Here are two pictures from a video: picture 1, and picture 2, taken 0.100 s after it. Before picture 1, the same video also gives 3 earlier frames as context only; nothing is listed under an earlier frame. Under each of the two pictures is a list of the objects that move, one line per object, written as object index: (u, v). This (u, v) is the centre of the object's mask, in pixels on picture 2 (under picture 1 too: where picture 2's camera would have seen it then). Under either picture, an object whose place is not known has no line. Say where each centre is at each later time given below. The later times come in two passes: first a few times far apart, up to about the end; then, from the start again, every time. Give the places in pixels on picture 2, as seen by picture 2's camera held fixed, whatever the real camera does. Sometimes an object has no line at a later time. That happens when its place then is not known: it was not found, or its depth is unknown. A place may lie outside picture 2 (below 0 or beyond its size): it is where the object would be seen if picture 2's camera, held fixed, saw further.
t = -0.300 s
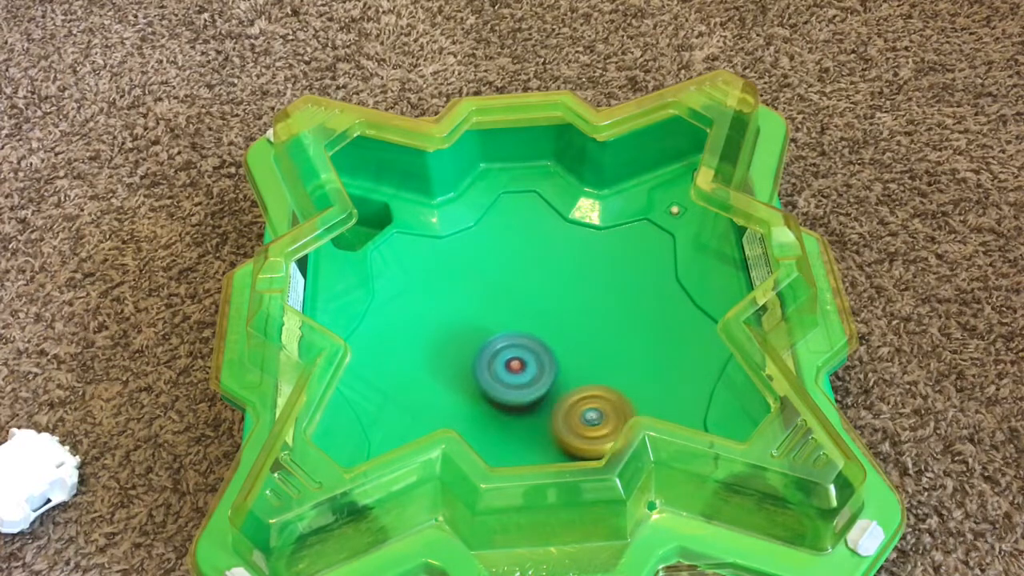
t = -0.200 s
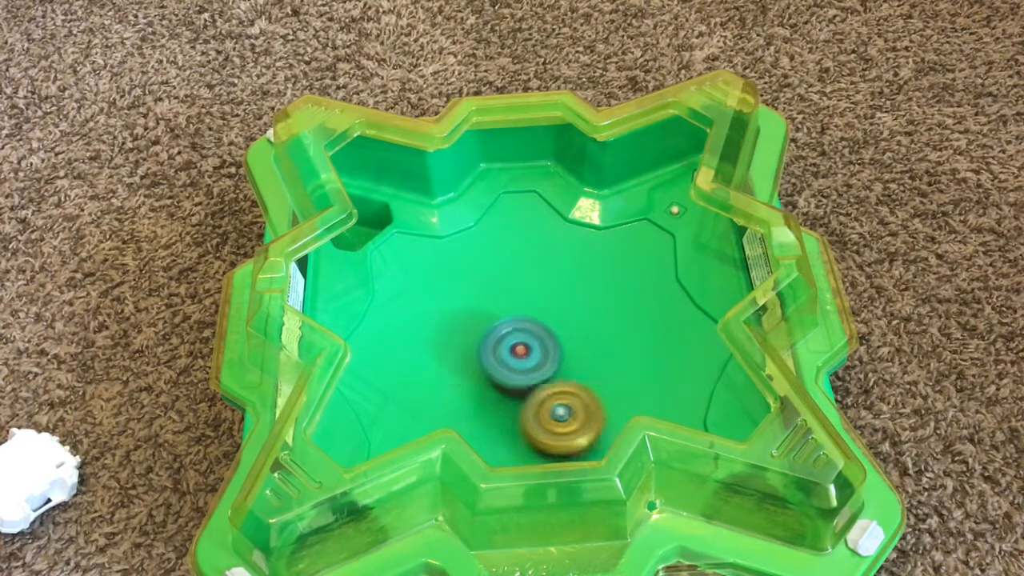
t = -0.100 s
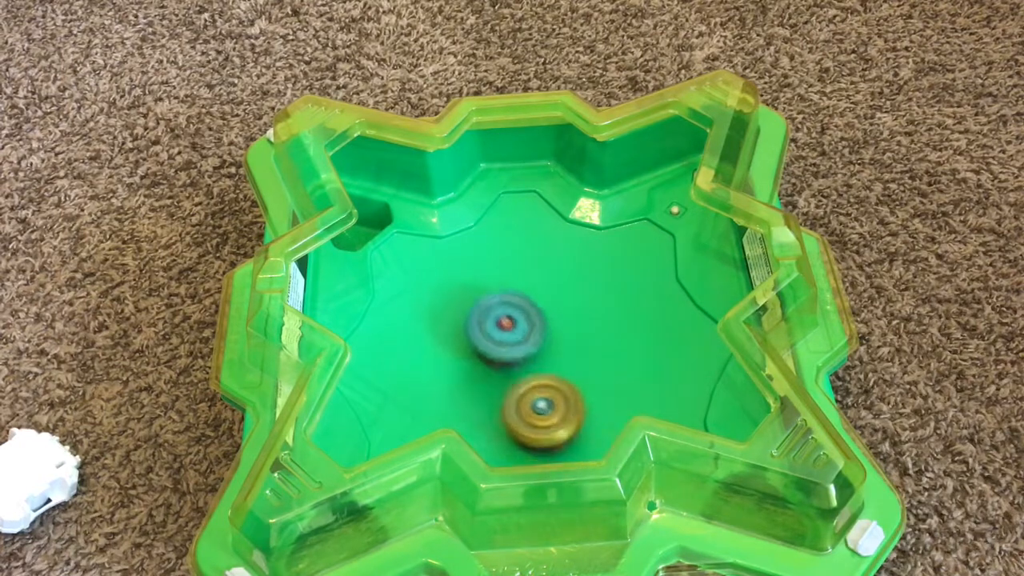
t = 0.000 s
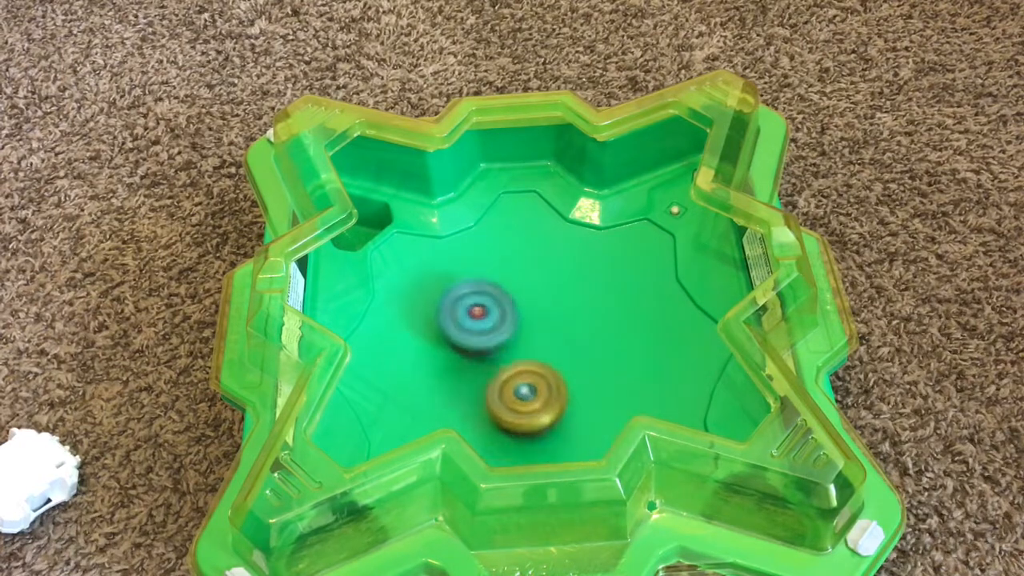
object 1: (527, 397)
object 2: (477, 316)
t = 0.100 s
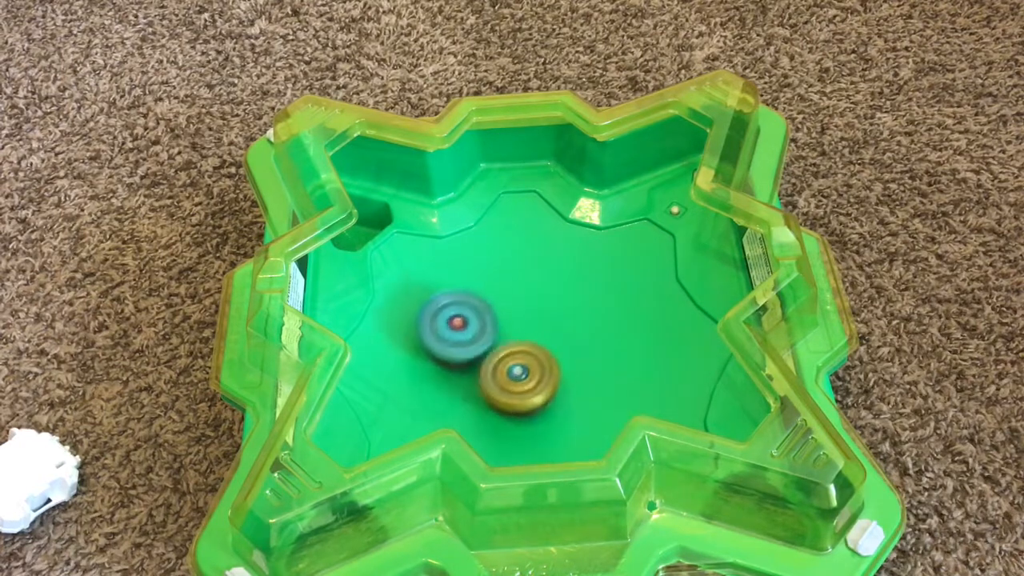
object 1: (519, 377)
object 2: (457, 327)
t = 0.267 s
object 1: (533, 356)
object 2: (448, 352)
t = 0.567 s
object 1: (590, 320)
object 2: (506, 385)
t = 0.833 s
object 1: (626, 334)
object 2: (544, 367)
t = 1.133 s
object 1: (589, 356)
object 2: (493, 374)
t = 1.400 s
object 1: (567, 335)
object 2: (495, 427)
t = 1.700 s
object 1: (539, 317)
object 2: (535, 390)
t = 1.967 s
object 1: (524, 296)
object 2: (526, 394)
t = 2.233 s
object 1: (520, 306)
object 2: (514, 380)
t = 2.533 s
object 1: (521, 333)
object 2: (542, 408)
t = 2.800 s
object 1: (499, 357)
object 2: (601, 388)
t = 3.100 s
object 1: (480, 374)
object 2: (584, 331)
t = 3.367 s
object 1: (475, 381)
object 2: (531, 316)
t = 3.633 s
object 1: (483, 398)
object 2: (535, 309)
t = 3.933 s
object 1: (535, 404)
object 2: (562, 329)
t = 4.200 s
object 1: (565, 414)
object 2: (580, 317)
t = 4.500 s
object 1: (534, 430)
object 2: (539, 269)
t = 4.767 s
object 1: (515, 406)
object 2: (509, 320)
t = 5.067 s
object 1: (517, 385)
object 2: (506, 303)
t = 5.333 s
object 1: (541, 371)
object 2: (522, 291)
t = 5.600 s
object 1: (563, 378)
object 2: (539, 288)
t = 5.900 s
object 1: (561, 388)
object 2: (545, 315)
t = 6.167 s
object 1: (547, 401)
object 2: (540, 323)
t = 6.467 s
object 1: (518, 406)
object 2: (523, 316)
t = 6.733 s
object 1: (511, 398)
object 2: (519, 307)
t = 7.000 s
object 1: (520, 387)
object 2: (526, 315)
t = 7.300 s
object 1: (533, 387)
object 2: (556, 306)
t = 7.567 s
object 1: (536, 387)
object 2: (556, 316)
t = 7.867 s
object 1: (525, 406)
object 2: (541, 311)
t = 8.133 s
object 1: (511, 406)
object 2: (533, 335)
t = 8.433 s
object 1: (504, 397)
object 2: (535, 315)
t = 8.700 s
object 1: (515, 402)
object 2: (547, 303)
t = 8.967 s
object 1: (522, 398)
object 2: (554, 324)
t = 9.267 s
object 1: (522, 395)
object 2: (564, 319)
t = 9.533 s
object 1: (518, 390)
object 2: (553, 320)
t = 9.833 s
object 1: (516, 395)
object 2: (532, 323)
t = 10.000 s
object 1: (518, 408)
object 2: (531, 321)
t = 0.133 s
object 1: (522, 373)
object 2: (450, 330)
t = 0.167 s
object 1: (525, 368)
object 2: (447, 334)
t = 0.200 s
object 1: (527, 363)
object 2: (445, 340)
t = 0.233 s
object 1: (530, 359)
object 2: (444, 346)
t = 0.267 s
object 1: (533, 356)
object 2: (448, 352)
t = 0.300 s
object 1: (538, 351)
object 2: (451, 358)
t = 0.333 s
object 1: (543, 348)
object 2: (457, 364)
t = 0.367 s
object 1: (547, 345)
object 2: (466, 369)
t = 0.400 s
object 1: (553, 340)
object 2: (474, 373)
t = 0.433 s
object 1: (559, 337)
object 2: (483, 376)
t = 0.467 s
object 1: (565, 334)
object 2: (493, 377)
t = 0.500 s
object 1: (570, 331)
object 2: (501, 376)
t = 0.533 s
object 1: (581, 324)
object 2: (502, 381)
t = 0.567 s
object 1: (590, 320)
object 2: (506, 385)
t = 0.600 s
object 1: (598, 319)
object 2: (511, 388)
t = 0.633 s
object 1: (604, 319)
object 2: (516, 390)
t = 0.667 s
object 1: (611, 320)
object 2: (523, 390)
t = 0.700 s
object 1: (616, 322)
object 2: (529, 388)
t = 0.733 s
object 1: (620, 324)
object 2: (536, 384)
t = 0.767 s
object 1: (623, 327)
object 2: (541, 379)
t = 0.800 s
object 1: (625, 331)
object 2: (545, 373)
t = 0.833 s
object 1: (626, 334)
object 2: (544, 367)
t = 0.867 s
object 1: (627, 336)
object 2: (539, 362)
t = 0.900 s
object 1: (627, 338)
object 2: (532, 359)
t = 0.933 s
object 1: (625, 342)
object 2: (524, 358)
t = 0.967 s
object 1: (623, 345)
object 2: (516, 359)
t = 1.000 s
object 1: (618, 348)
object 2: (509, 361)
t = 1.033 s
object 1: (613, 350)
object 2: (504, 363)
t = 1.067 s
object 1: (605, 353)
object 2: (499, 367)
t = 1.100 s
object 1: (598, 354)
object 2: (495, 371)
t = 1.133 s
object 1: (589, 356)
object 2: (493, 374)
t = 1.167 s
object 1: (581, 356)
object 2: (493, 379)
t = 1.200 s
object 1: (574, 356)
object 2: (492, 383)
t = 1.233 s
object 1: (577, 350)
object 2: (483, 393)
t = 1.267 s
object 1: (577, 345)
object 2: (479, 402)
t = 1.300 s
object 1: (576, 341)
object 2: (479, 410)
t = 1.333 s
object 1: (573, 338)
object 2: (483, 416)
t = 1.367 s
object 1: (570, 336)
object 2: (489, 423)
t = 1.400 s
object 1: (567, 335)
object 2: (495, 427)
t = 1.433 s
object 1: (564, 335)
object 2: (503, 429)
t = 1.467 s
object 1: (561, 334)
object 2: (510, 430)
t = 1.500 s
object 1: (559, 333)
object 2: (520, 427)
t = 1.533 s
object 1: (556, 332)
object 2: (528, 422)
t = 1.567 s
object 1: (553, 332)
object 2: (535, 411)
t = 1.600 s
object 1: (551, 330)
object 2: (538, 402)
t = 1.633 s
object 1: (547, 325)
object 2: (538, 397)
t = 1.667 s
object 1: (543, 321)
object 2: (537, 394)
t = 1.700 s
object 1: (539, 317)
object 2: (535, 390)
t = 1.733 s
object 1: (536, 314)
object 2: (534, 389)
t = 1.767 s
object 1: (533, 308)
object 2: (532, 392)
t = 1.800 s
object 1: (531, 304)
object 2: (530, 392)
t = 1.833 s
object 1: (530, 301)
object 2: (529, 394)
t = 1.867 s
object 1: (528, 299)
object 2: (527, 394)
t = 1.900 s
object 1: (526, 297)
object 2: (527, 395)
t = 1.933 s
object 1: (525, 296)
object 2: (525, 394)
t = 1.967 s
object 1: (524, 296)
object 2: (526, 394)
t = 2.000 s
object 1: (523, 297)
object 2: (525, 393)
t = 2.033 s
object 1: (523, 298)
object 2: (524, 391)
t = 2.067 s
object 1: (522, 299)
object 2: (522, 390)
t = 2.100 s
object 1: (522, 300)
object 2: (520, 388)
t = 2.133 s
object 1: (521, 301)
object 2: (519, 387)
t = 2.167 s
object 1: (521, 302)
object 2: (518, 384)
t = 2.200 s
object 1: (520, 304)
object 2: (517, 382)
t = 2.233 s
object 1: (520, 306)
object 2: (514, 380)
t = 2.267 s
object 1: (520, 307)
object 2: (513, 381)
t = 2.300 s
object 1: (521, 309)
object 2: (513, 386)
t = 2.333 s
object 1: (521, 311)
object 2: (513, 390)
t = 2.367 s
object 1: (521, 315)
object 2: (515, 395)
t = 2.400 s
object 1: (521, 319)
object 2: (517, 398)
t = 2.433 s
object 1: (522, 324)
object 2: (521, 400)
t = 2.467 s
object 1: (522, 328)
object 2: (526, 400)
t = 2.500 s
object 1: (521, 329)
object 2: (534, 405)
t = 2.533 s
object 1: (521, 333)
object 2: (542, 408)
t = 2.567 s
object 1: (519, 337)
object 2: (549, 410)
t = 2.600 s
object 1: (518, 342)
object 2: (558, 410)
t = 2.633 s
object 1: (517, 347)
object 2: (566, 407)
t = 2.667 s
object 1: (514, 350)
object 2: (572, 403)
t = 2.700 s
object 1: (510, 353)
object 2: (580, 400)
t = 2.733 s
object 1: (504, 354)
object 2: (589, 398)
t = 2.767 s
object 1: (501, 355)
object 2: (596, 393)
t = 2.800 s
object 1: (499, 357)
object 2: (601, 388)
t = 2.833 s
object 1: (498, 358)
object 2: (603, 381)
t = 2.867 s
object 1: (496, 360)
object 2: (602, 374)
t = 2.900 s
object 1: (496, 361)
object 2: (599, 368)
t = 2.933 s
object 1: (495, 362)
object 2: (594, 361)
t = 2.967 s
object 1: (495, 363)
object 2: (588, 356)
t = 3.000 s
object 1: (495, 364)
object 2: (579, 352)
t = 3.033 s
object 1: (489, 368)
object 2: (580, 347)
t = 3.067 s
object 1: (483, 372)
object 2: (583, 338)
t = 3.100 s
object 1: (480, 374)
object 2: (584, 331)
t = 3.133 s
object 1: (478, 377)
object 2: (582, 323)
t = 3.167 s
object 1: (477, 379)
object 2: (578, 317)
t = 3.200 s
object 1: (475, 380)
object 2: (572, 312)
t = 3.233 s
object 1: (474, 381)
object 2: (564, 309)
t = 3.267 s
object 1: (473, 381)
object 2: (555, 307)
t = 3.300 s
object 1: (473, 381)
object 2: (547, 308)
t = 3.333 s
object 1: (474, 381)
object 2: (538, 311)
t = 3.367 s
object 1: (475, 381)
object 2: (531, 316)
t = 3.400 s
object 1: (477, 382)
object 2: (525, 322)
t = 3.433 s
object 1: (474, 387)
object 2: (525, 321)
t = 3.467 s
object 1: (472, 392)
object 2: (528, 318)
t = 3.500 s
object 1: (473, 395)
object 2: (531, 314)
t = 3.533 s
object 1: (474, 397)
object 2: (533, 312)
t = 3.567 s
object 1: (476, 398)
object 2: (534, 309)
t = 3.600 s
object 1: (479, 398)
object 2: (535, 309)
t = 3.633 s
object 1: (483, 398)
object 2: (535, 309)
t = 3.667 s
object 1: (487, 398)
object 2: (535, 309)
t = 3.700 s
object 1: (493, 398)
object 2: (536, 312)
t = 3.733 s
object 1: (500, 399)
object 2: (536, 316)
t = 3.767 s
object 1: (506, 399)
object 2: (540, 321)
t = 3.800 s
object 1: (513, 398)
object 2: (543, 324)
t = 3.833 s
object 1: (520, 399)
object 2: (547, 328)
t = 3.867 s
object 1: (526, 400)
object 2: (553, 330)
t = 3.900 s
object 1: (531, 402)
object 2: (558, 330)
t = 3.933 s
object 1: (535, 404)
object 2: (562, 329)
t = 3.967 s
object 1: (541, 405)
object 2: (566, 329)
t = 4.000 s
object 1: (545, 405)
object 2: (571, 329)
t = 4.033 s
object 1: (549, 404)
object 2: (574, 328)
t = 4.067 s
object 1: (553, 404)
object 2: (577, 328)
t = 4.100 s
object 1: (557, 403)
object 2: (577, 329)
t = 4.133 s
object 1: (561, 401)
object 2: (579, 329)
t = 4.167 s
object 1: (565, 400)
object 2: (578, 329)
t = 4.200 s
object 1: (565, 414)
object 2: (580, 317)
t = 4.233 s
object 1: (564, 423)
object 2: (580, 306)
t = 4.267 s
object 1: (561, 426)
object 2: (579, 297)
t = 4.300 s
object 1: (557, 429)
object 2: (576, 288)
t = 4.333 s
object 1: (554, 431)
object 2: (573, 281)
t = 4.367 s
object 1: (550, 432)
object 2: (567, 275)
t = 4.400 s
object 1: (546, 433)
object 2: (560, 270)
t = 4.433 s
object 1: (543, 433)
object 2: (553, 267)
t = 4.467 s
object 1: (538, 432)
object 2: (546, 267)
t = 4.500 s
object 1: (534, 430)
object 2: (539, 269)
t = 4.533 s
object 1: (531, 428)
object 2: (532, 272)
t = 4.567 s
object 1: (527, 425)
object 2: (526, 279)
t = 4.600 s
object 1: (523, 420)
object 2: (520, 287)
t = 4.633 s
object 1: (520, 414)
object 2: (516, 296)
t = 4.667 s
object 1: (517, 408)
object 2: (513, 306)
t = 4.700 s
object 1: (514, 402)
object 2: (511, 316)
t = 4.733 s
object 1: (514, 399)
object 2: (511, 325)
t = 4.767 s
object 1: (515, 406)
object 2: (509, 320)
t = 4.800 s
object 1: (515, 408)
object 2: (507, 316)
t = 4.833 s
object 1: (513, 406)
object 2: (506, 315)
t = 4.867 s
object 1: (511, 402)
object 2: (504, 312)
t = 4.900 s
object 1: (511, 397)
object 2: (501, 312)
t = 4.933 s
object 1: (511, 393)
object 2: (502, 313)
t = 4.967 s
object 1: (512, 388)
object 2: (504, 314)
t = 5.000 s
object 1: (514, 389)
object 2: (505, 309)
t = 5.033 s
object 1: (516, 387)
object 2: (506, 307)
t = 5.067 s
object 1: (517, 385)
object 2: (506, 303)
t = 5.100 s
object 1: (519, 382)
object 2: (507, 300)
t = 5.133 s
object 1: (521, 379)
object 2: (508, 298)
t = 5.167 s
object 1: (523, 376)
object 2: (509, 297)
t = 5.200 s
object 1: (526, 373)
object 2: (513, 298)
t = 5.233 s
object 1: (529, 371)
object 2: (517, 298)
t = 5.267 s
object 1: (533, 372)
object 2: (519, 294)
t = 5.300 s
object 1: (537, 372)
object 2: (520, 292)
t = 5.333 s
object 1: (541, 371)
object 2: (522, 291)
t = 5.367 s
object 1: (544, 371)
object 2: (524, 290)
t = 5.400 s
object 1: (547, 370)
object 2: (526, 290)
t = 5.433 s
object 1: (549, 370)
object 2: (528, 292)
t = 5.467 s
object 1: (551, 369)
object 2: (532, 296)
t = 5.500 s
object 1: (554, 369)
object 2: (535, 297)
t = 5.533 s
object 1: (558, 373)
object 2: (538, 294)
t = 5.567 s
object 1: (561, 376)
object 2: (539, 290)
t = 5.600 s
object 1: (563, 378)
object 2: (539, 288)
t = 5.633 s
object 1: (565, 379)
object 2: (538, 287)
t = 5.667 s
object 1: (565, 381)
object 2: (538, 288)
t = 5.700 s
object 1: (565, 382)
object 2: (538, 290)
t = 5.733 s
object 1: (565, 382)
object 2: (539, 294)
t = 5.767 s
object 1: (564, 383)
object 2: (539, 298)
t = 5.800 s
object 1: (563, 384)
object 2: (540, 304)
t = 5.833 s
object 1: (562, 384)
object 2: (543, 309)
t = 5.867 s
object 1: (561, 385)
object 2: (544, 313)
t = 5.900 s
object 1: (561, 388)
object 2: (545, 315)
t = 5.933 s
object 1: (560, 390)
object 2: (547, 317)
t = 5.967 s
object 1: (559, 391)
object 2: (547, 319)
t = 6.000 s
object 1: (558, 395)
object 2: (546, 319)
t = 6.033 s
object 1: (557, 397)
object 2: (546, 319)
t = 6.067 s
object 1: (555, 399)
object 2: (545, 318)
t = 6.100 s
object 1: (552, 400)
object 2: (542, 319)
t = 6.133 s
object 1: (550, 401)
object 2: (541, 321)
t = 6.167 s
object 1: (547, 401)
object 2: (540, 323)
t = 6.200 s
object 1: (545, 400)
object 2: (537, 325)
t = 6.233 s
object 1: (542, 400)
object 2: (536, 328)
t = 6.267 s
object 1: (540, 402)
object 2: (535, 327)
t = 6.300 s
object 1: (538, 405)
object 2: (532, 323)
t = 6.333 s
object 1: (534, 406)
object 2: (530, 321)
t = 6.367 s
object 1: (530, 407)
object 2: (529, 318)
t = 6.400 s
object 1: (526, 407)
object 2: (525, 317)
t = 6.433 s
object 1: (522, 407)
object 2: (523, 317)
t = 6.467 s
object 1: (518, 406)
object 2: (523, 316)
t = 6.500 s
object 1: (514, 405)
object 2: (520, 317)
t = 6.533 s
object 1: (512, 401)
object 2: (519, 319)
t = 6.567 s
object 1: (511, 398)
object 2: (518, 321)
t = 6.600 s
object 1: (510, 395)
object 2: (517, 323)
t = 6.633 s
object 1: (511, 397)
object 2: (519, 321)
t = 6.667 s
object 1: (512, 398)
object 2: (520, 315)
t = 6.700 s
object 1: (511, 398)
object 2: (519, 310)
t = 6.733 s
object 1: (511, 398)
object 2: (519, 307)
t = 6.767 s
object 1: (512, 397)
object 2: (519, 304)
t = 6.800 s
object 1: (512, 396)
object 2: (518, 304)
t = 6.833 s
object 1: (513, 395)
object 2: (519, 304)
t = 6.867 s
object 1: (514, 394)
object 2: (519, 304)
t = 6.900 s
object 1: (515, 393)
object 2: (520, 307)
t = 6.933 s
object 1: (516, 391)
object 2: (523, 309)
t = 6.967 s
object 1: (518, 389)
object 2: (523, 312)
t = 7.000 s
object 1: (520, 387)
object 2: (526, 315)
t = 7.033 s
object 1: (522, 388)
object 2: (532, 314)
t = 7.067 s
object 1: (523, 388)
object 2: (535, 312)
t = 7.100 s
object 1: (524, 387)
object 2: (538, 311)
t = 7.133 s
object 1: (526, 386)
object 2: (542, 311)
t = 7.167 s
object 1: (527, 385)
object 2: (545, 312)
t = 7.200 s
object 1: (529, 384)
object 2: (549, 312)
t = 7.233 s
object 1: (530, 384)
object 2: (551, 312)
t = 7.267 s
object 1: (532, 386)
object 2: (554, 309)
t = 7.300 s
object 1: (533, 387)
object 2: (556, 306)
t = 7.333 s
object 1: (534, 388)
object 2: (557, 304)
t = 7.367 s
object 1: (534, 389)
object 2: (560, 303)
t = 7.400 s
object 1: (535, 389)
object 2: (559, 302)
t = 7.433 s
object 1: (535, 390)
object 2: (559, 304)
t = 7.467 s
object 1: (535, 389)
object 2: (559, 305)
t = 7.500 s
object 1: (535, 389)
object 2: (557, 309)
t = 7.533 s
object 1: (536, 388)
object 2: (557, 313)
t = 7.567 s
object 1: (536, 387)
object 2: (556, 316)
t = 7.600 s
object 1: (537, 389)
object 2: (558, 317)
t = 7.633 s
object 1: (536, 395)
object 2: (559, 313)
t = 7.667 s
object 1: (535, 398)
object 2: (557, 308)
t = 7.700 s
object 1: (534, 401)
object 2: (557, 304)
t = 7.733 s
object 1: (532, 403)
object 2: (552, 302)
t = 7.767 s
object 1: (530, 405)
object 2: (550, 303)
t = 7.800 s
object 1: (529, 406)
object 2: (547, 305)
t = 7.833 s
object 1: (527, 406)
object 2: (543, 308)
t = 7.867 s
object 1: (525, 406)
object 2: (541, 311)
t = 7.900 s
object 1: (523, 405)
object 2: (538, 317)
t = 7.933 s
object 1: (521, 405)
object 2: (536, 321)
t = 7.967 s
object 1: (520, 404)
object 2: (535, 327)
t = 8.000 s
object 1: (516, 403)
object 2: (534, 331)
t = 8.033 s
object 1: (516, 406)
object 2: (534, 333)
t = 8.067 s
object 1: (515, 407)
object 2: (534, 335)
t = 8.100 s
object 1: (513, 407)
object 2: (533, 334)
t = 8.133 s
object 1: (511, 406)
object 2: (533, 335)
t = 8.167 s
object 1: (509, 405)
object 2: (533, 334)
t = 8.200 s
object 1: (507, 406)
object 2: (534, 333)
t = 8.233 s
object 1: (506, 407)
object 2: (535, 328)
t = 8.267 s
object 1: (503, 406)
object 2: (536, 324)
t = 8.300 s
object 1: (503, 405)
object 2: (536, 320)
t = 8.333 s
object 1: (502, 403)
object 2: (536, 317)
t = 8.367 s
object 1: (501, 402)
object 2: (535, 315)
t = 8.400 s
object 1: (502, 399)
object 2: (536, 314)
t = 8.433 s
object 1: (504, 397)
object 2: (535, 315)
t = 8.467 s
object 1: (506, 394)
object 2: (535, 316)
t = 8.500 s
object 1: (508, 390)
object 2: (534, 318)
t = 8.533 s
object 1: (510, 390)
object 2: (537, 318)
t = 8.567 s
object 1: (510, 397)
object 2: (540, 315)
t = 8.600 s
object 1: (513, 400)
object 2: (543, 310)
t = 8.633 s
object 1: (514, 401)
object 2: (544, 308)
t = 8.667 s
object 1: (515, 402)
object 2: (547, 305)
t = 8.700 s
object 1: (515, 402)
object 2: (547, 303)
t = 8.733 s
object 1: (517, 403)
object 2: (550, 302)
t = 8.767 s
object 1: (519, 402)
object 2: (550, 303)
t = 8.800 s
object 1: (519, 403)
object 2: (551, 306)
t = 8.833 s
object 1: (518, 404)
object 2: (550, 308)
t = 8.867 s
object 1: (519, 403)
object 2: (553, 311)
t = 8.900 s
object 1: (519, 402)
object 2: (552, 316)
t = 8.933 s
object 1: (520, 401)
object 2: (553, 318)
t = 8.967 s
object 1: (522, 398)
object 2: (554, 324)
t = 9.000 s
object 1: (523, 395)
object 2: (554, 326)
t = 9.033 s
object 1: (524, 396)
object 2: (557, 328)
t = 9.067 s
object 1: (524, 397)
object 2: (560, 325)
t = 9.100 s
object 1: (524, 396)
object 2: (563, 322)
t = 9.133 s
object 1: (522, 397)
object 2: (564, 320)
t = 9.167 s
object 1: (522, 397)
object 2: (564, 318)
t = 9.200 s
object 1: (523, 396)
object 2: (565, 317)
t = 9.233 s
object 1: (522, 395)
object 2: (564, 318)
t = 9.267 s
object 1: (522, 395)
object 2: (564, 319)
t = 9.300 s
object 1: (522, 393)
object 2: (560, 321)
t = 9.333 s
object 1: (522, 391)
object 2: (560, 323)
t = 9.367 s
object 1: (521, 393)
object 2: (560, 324)
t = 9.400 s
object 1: (521, 393)
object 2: (560, 321)
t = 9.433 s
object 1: (520, 391)
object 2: (559, 320)
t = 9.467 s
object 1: (518, 391)
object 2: (557, 318)
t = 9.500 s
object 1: (518, 391)
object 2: (555, 319)
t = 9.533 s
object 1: (518, 390)
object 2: (553, 320)
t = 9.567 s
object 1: (517, 390)
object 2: (551, 322)
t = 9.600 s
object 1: (516, 393)
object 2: (551, 319)
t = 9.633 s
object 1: (517, 394)
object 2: (550, 316)
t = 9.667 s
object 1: (515, 394)
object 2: (546, 313)
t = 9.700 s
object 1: (514, 395)
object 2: (543, 313)
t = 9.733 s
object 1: (516, 395)
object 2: (538, 313)
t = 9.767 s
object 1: (516, 394)
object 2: (536, 316)
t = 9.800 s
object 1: (515, 394)
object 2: (532, 321)
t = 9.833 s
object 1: (516, 395)
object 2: (532, 323)
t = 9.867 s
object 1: (519, 399)
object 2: (532, 324)
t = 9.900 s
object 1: (520, 403)
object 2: (531, 323)
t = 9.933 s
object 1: (520, 405)
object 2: (532, 322)
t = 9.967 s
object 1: (518, 407)
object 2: (529, 321)
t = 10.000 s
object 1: (518, 408)
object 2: (531, 321)
